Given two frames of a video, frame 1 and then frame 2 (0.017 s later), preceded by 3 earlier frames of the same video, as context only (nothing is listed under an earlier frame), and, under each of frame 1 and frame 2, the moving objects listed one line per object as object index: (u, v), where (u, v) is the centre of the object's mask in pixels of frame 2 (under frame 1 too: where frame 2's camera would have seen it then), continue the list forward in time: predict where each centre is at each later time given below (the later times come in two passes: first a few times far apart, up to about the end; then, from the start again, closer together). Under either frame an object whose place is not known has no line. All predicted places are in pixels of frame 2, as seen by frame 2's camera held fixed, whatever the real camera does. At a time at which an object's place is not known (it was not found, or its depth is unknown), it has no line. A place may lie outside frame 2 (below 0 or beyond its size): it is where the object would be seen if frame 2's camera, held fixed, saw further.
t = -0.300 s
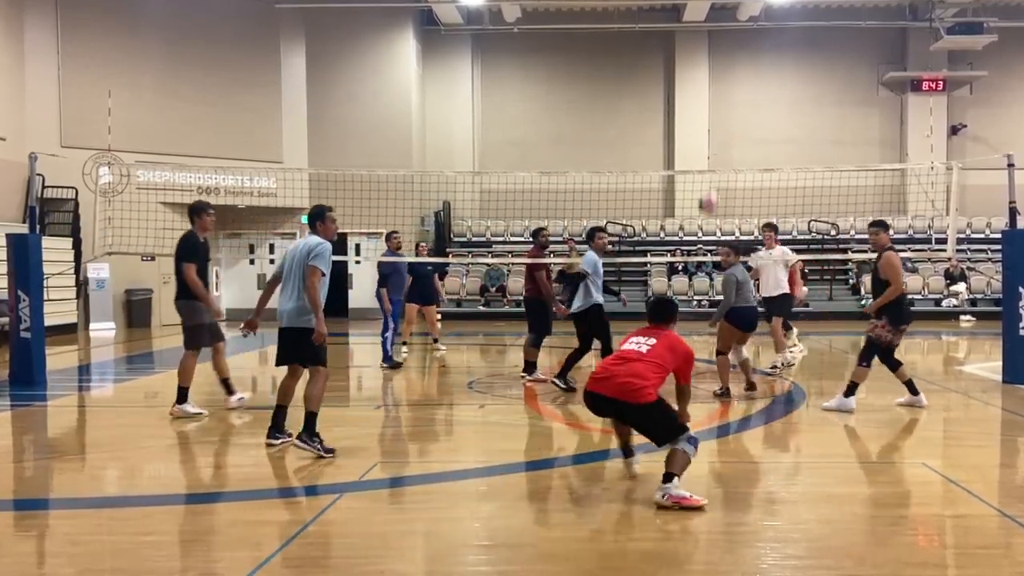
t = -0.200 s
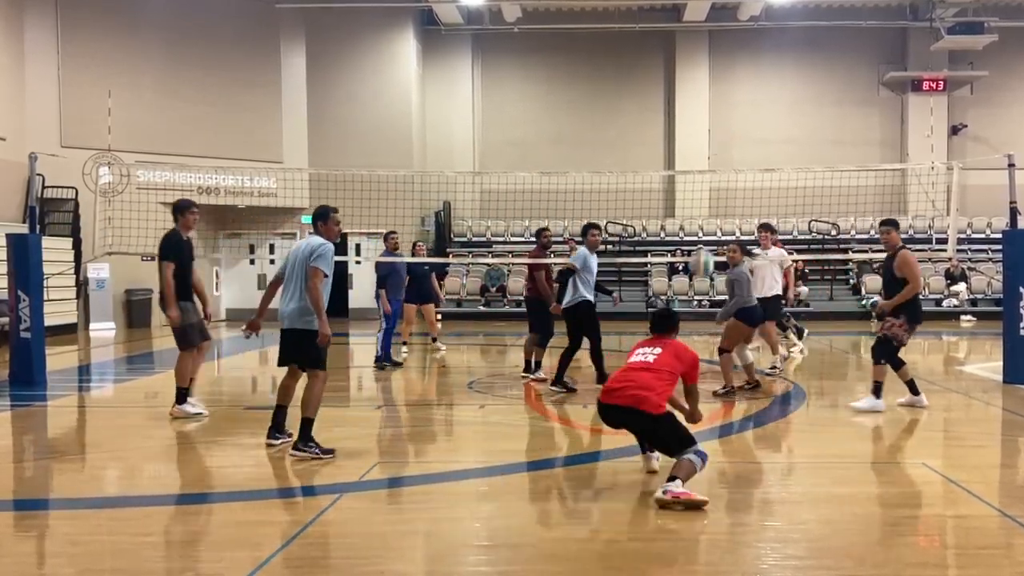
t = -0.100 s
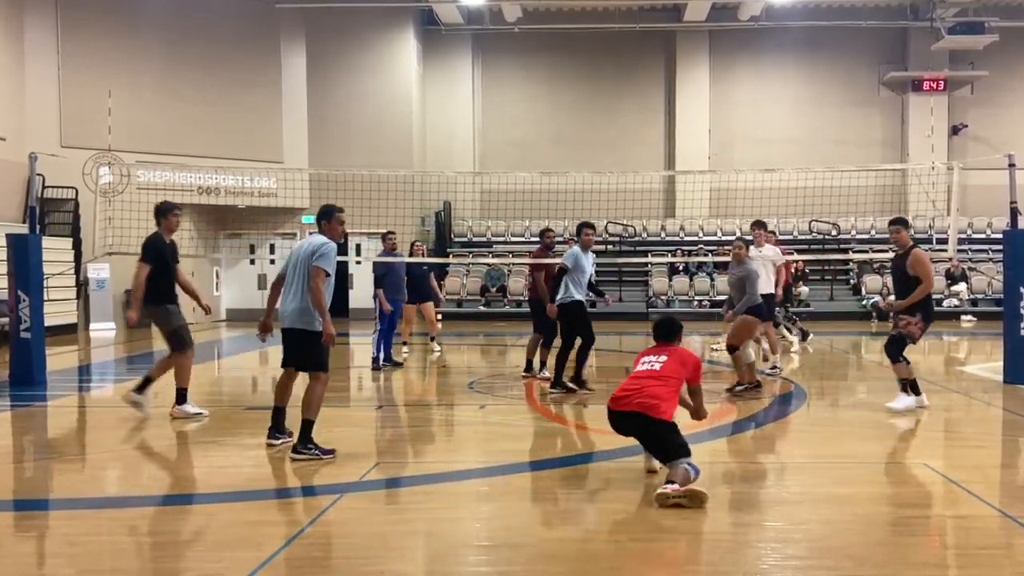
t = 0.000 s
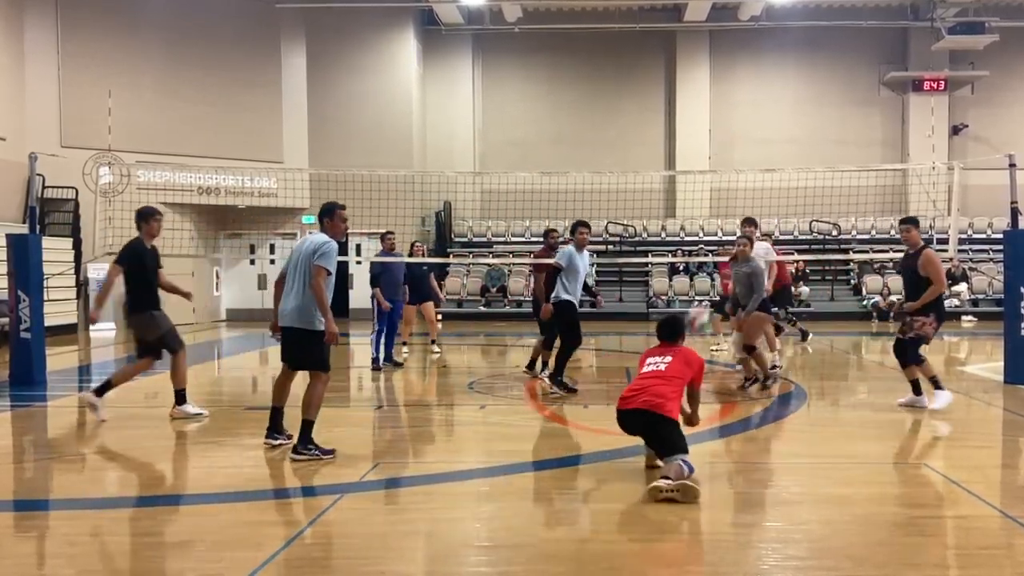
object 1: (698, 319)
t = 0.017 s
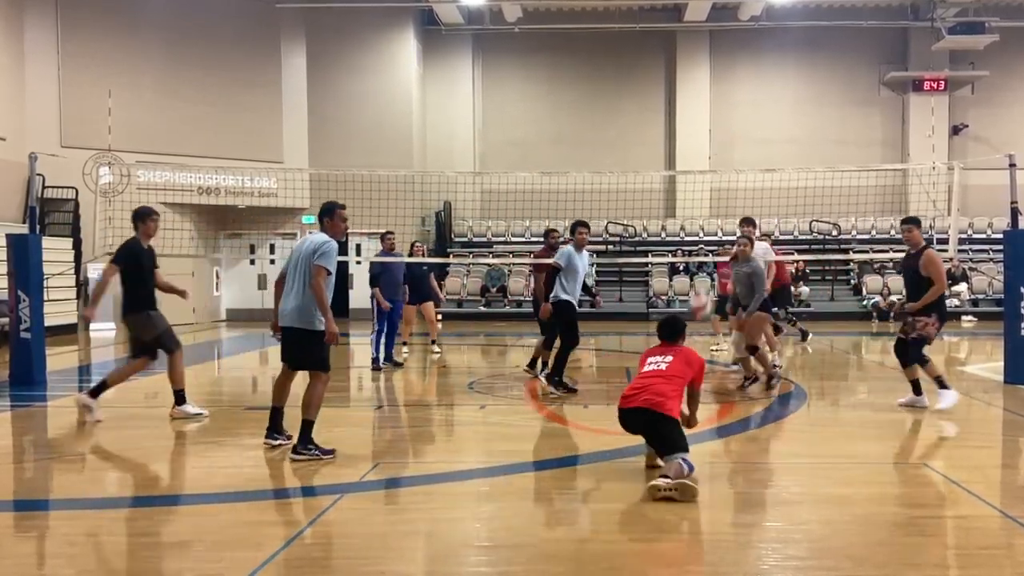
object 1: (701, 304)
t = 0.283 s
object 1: (730, 138)
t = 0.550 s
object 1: (753, 76)
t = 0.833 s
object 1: (771, 99)
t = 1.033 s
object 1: (784, 158)
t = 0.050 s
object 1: (704, 279)
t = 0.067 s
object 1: (707, 266)
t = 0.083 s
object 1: (710, 251)
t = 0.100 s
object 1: (709, 239)
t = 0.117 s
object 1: (714, 227)
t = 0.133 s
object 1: (715, 218)
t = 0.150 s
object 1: (716, 206)
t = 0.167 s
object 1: (718, 197)
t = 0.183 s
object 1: (718, 188)
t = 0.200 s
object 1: (721, 178)
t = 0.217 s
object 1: (722, 170)
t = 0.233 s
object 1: (725, 160)
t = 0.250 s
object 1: (725, 153)
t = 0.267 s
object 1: (728, 144)
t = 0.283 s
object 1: (730, 138)
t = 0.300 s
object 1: (731, 131)
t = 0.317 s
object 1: (733, 125)
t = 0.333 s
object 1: (734, 119)
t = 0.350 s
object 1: (736, 113)
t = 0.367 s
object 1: (737, 108)
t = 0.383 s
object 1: (739, 104)
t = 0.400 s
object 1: (741, 99)
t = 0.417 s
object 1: (742, 95)
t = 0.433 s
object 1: (743, 91)
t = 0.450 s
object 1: (745, 88)
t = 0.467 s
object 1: (746, 85)
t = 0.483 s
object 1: (747, 83)
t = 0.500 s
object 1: (748, 80)
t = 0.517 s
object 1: (749, 79)
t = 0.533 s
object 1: (751, 77)
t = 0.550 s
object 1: (753, 76)
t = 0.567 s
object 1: (754, 75)
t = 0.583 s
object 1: (755, 74)
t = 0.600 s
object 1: (756, 73)
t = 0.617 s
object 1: (757, 74)
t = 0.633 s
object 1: (758, 74)
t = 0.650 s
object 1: (759, 74)
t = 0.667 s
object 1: (761, 76)
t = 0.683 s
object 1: (762, 76)
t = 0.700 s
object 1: (763, 77)
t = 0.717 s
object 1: (764, 80)
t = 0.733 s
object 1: (765, 81)
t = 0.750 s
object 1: (766, 84)
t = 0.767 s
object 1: (767, 85)
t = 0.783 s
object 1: (768, 89)
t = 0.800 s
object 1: (770, 92)
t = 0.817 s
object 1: (770, 95)
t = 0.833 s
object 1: (771, 99)
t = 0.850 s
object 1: (773, 103)
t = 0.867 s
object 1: (774, 106)
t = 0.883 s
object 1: (774, 110)
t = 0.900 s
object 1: (776, 115)
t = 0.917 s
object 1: (776, 120)
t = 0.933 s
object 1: (777, 125)
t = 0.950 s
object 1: (778, 129)
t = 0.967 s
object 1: (779, 135)
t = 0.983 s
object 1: (780, 140)
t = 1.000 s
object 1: (781, 146)
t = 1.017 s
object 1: (782, 153)
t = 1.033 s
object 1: (784, 158)
